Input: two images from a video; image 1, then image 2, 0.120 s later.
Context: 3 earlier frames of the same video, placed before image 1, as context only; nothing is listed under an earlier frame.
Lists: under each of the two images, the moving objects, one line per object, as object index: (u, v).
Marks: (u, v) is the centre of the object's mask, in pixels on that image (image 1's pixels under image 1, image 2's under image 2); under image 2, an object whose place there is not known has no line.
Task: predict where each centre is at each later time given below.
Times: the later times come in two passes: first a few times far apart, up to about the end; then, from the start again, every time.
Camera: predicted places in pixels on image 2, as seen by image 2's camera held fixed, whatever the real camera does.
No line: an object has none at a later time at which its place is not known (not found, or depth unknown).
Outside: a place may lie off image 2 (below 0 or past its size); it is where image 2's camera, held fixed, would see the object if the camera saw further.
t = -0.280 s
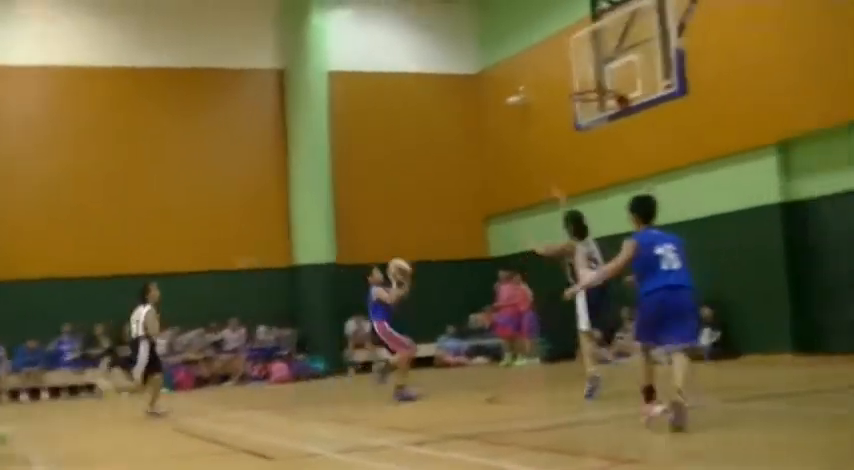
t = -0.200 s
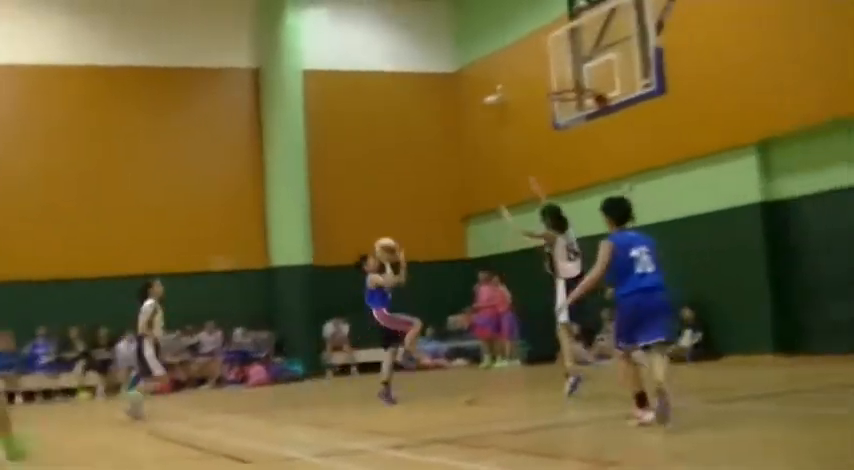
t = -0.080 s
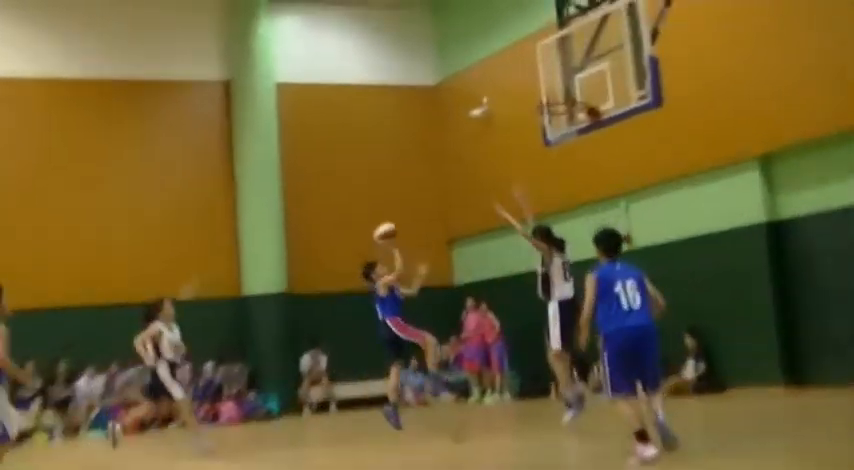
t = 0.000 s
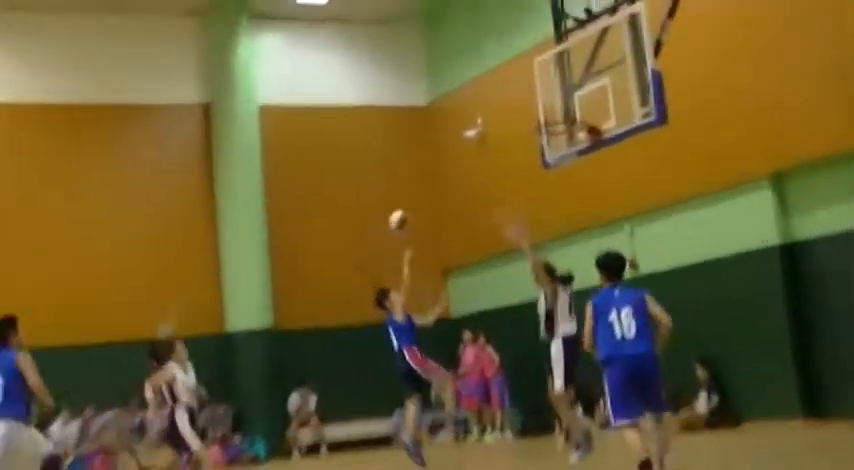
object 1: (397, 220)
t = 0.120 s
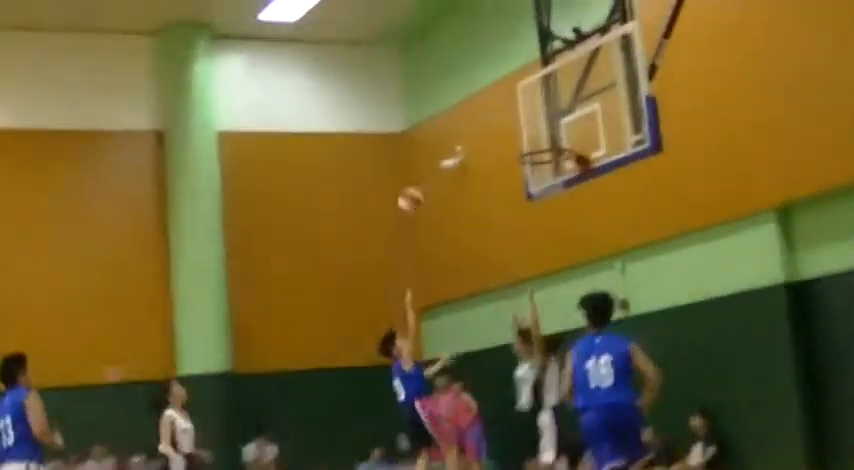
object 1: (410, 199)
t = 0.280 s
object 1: (460, 157)
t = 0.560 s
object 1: (543, 136)
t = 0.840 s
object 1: (544, 176)
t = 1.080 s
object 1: (567, 206)
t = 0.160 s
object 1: (423, 187)
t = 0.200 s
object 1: (441, 171)
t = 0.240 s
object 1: (451, 163)
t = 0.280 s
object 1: (460, 157)
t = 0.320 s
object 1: (466, 151)
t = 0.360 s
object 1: (491, 141)
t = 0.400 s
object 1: (510, 135)
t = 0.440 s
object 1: (528, 134)
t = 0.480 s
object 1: (544, 134)
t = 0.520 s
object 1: (550, 133)
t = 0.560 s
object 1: (543, 136)
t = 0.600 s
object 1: (534, 143)
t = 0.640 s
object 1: (532, 152)
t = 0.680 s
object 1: (530, 157)
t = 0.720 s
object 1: (533, 163)
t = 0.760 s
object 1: (535, 168)
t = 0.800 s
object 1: (543, 173)
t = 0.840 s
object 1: (544, 176)
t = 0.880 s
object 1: (549, 175)
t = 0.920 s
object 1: (549, 175)
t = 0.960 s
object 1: (554, 180)
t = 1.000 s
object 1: (561, 190)
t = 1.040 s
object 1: (564, 198)
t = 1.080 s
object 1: (567, 206)
